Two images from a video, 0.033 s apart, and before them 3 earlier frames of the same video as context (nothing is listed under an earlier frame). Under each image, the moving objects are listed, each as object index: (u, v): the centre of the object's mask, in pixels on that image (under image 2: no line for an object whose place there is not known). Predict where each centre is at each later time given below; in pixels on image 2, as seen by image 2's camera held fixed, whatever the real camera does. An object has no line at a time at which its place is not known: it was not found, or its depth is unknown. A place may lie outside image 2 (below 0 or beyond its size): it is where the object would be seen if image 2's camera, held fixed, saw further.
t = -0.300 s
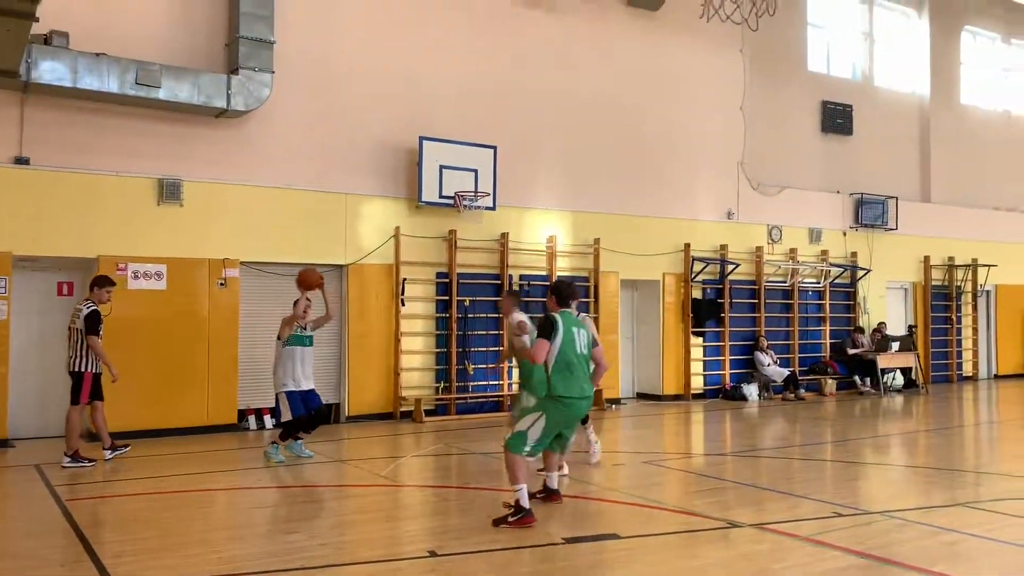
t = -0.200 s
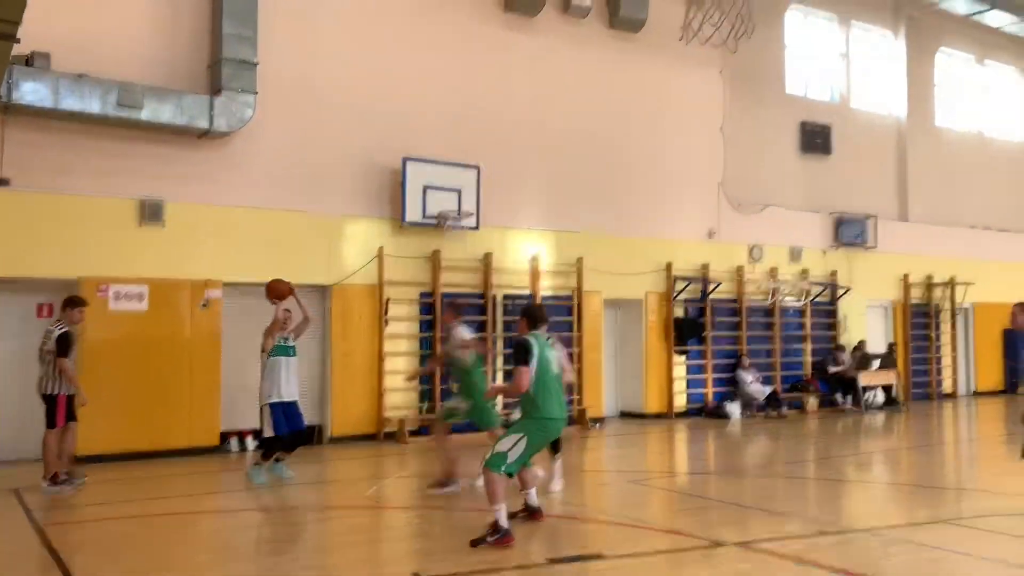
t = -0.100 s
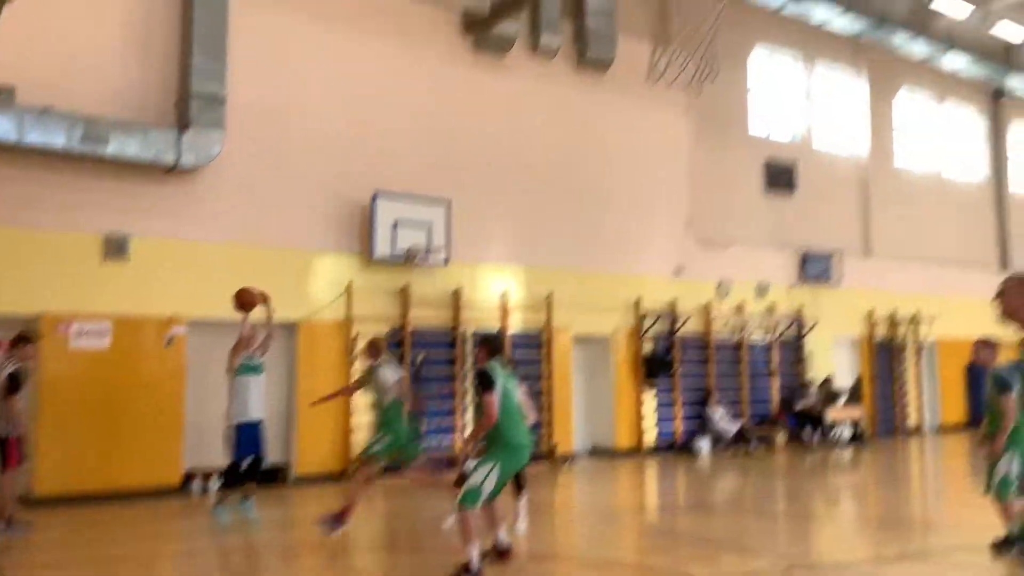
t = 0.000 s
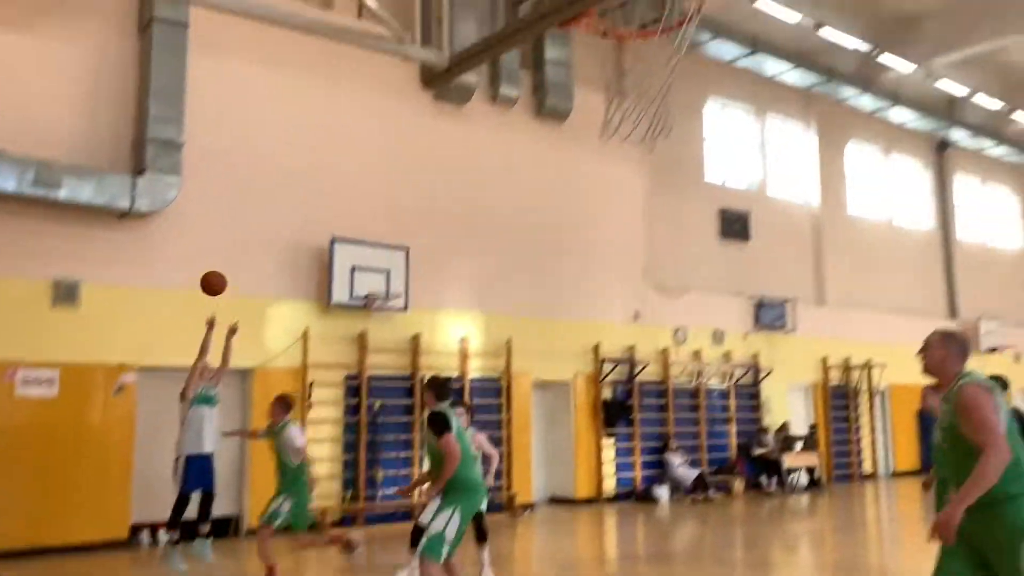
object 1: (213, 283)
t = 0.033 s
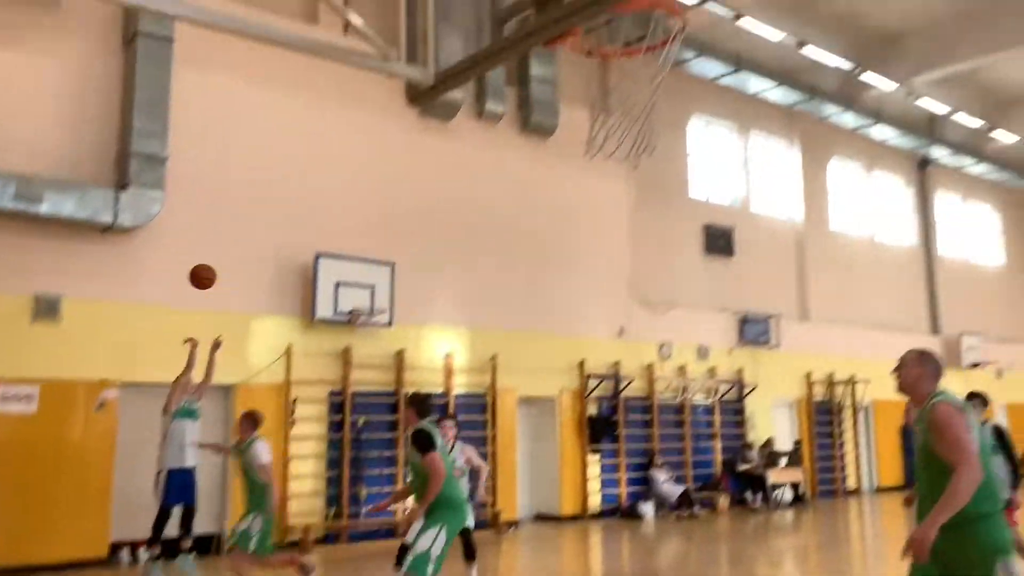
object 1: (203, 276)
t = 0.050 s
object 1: (206, 265)
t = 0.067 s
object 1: (209, 255)
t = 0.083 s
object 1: (213, 244)
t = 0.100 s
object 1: (216, 233)
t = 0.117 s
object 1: (220, 223)
